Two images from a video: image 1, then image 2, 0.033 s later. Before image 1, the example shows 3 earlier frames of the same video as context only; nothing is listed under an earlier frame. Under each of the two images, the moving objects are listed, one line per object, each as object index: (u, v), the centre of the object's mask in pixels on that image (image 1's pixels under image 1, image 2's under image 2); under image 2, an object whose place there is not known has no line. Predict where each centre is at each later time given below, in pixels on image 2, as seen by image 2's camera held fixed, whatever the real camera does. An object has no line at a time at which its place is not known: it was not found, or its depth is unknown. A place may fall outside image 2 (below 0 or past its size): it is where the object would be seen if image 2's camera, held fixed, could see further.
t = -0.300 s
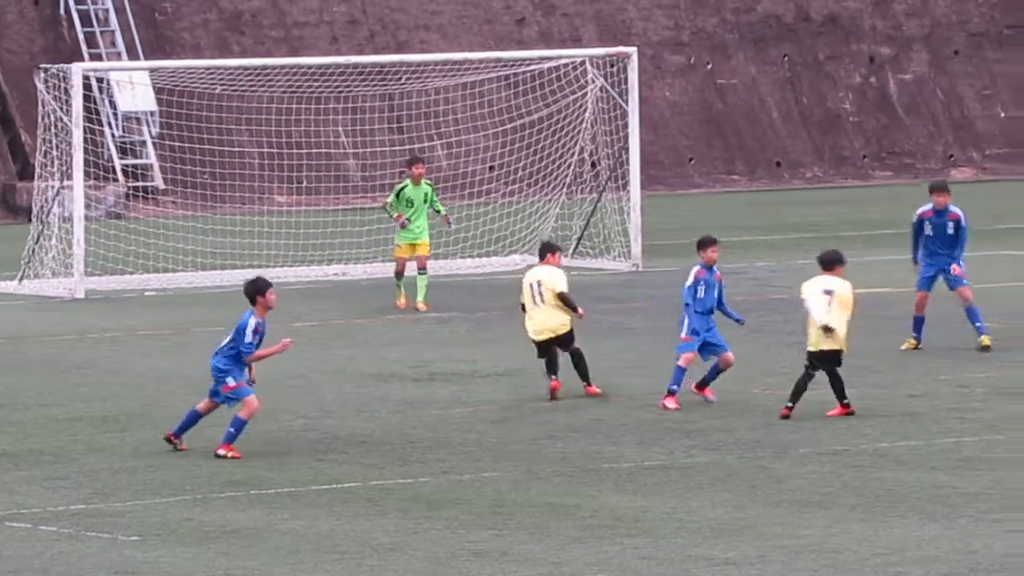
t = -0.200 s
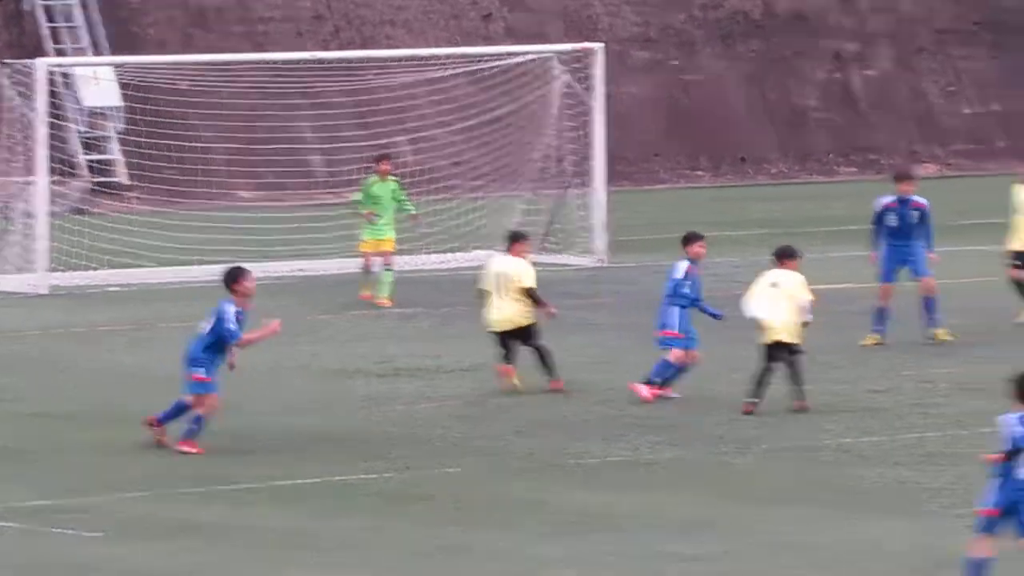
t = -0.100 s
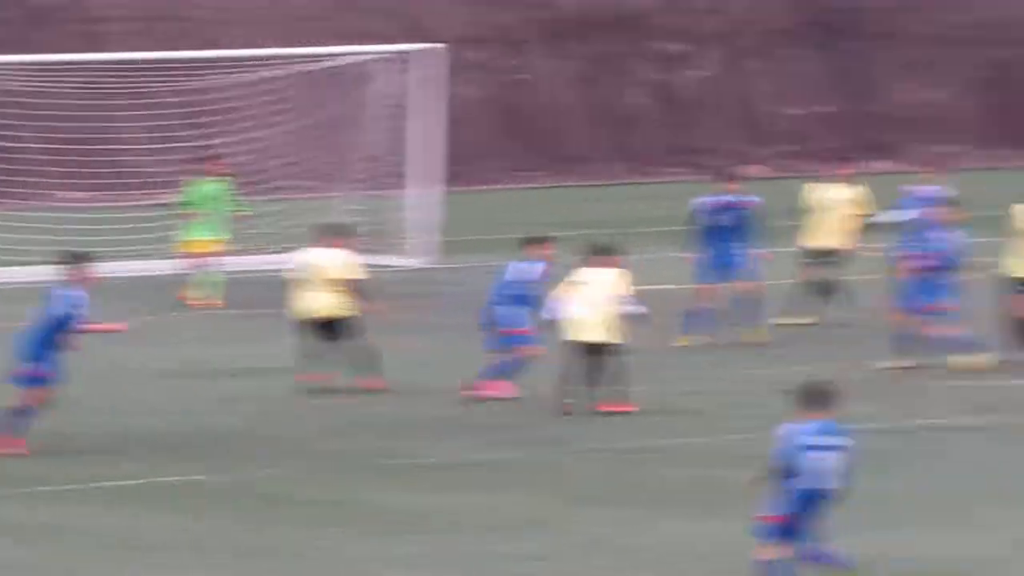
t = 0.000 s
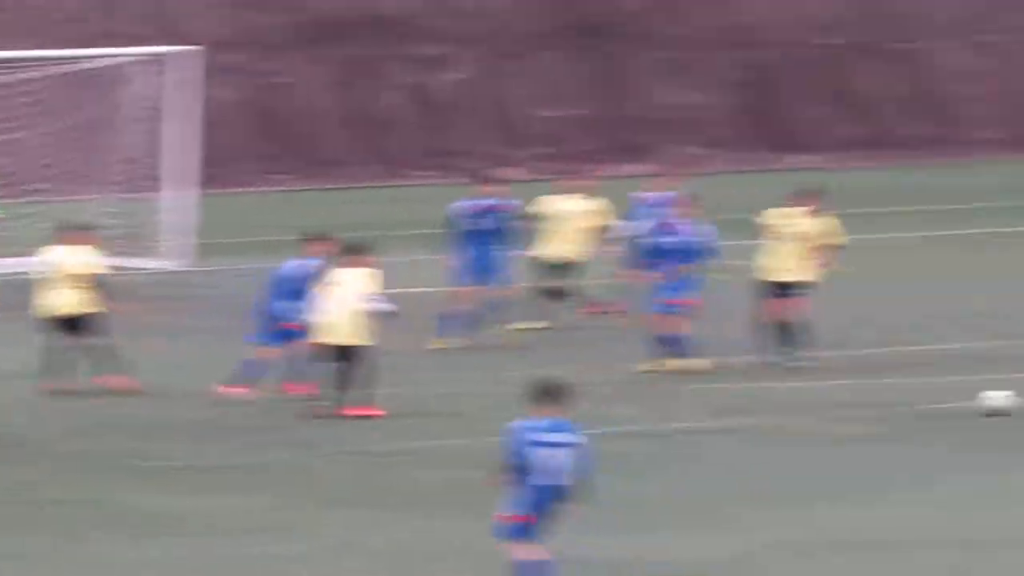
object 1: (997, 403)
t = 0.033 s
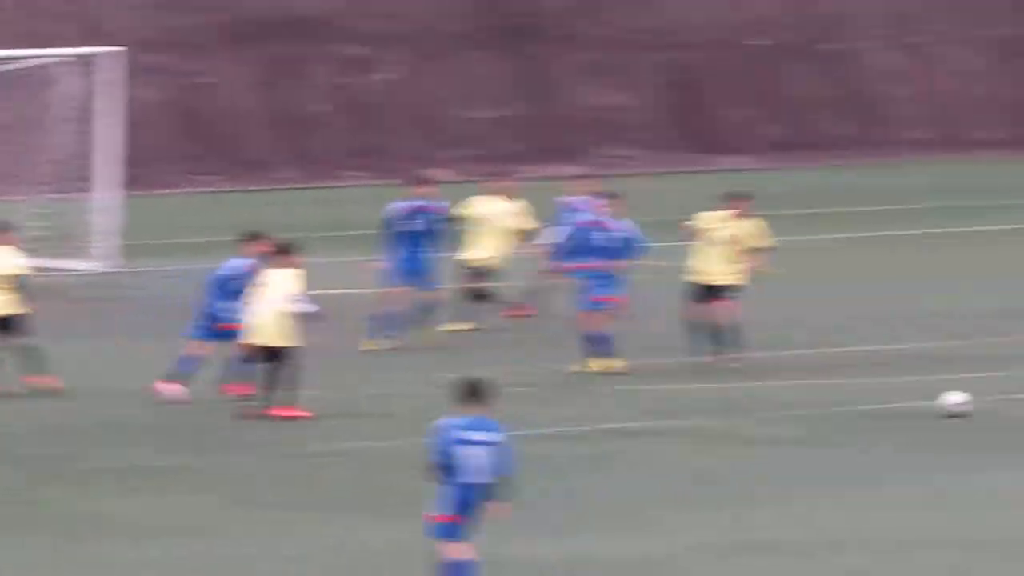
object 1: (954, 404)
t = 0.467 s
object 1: (1213, 418)
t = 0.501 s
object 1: (1233, 418)
